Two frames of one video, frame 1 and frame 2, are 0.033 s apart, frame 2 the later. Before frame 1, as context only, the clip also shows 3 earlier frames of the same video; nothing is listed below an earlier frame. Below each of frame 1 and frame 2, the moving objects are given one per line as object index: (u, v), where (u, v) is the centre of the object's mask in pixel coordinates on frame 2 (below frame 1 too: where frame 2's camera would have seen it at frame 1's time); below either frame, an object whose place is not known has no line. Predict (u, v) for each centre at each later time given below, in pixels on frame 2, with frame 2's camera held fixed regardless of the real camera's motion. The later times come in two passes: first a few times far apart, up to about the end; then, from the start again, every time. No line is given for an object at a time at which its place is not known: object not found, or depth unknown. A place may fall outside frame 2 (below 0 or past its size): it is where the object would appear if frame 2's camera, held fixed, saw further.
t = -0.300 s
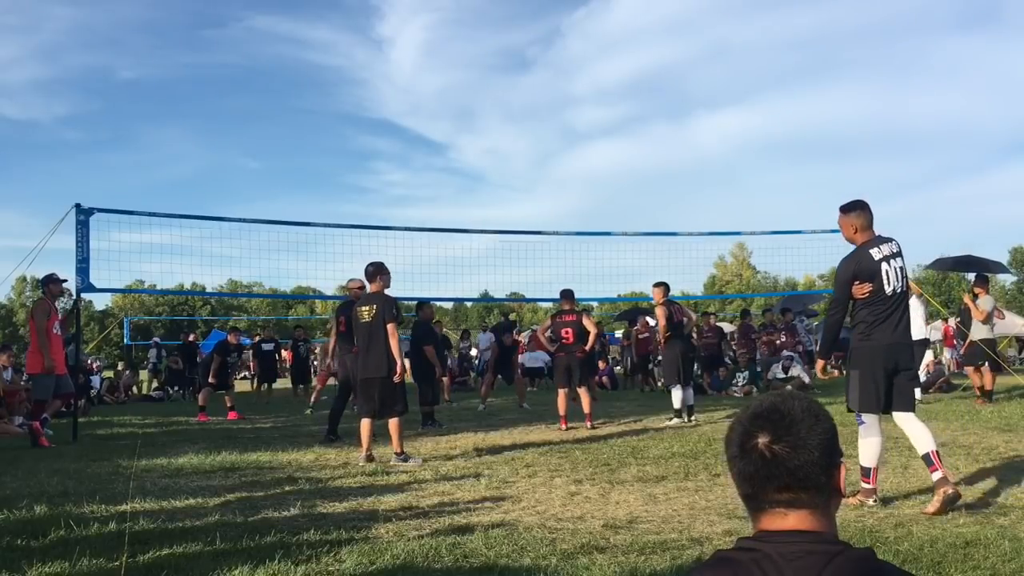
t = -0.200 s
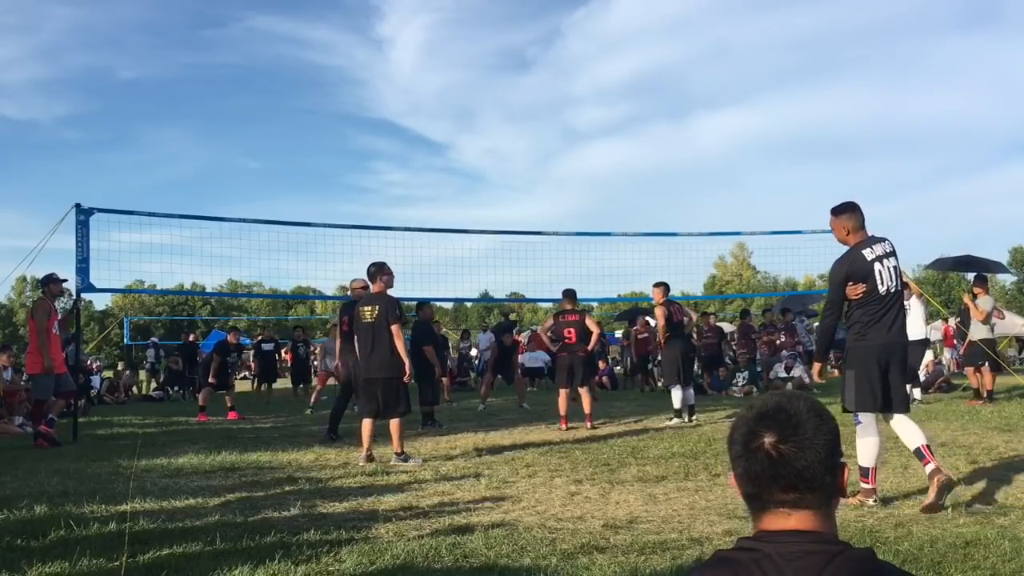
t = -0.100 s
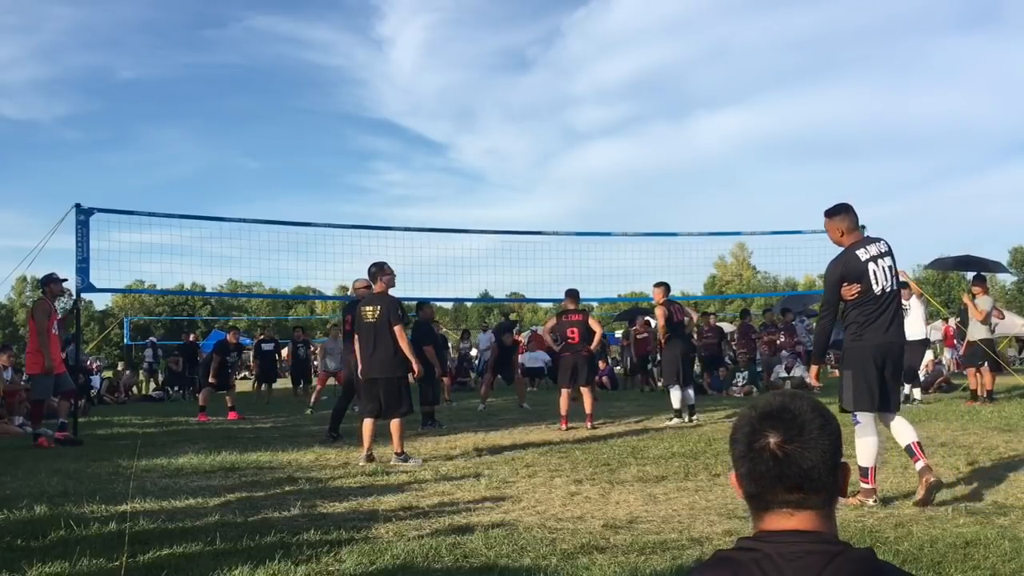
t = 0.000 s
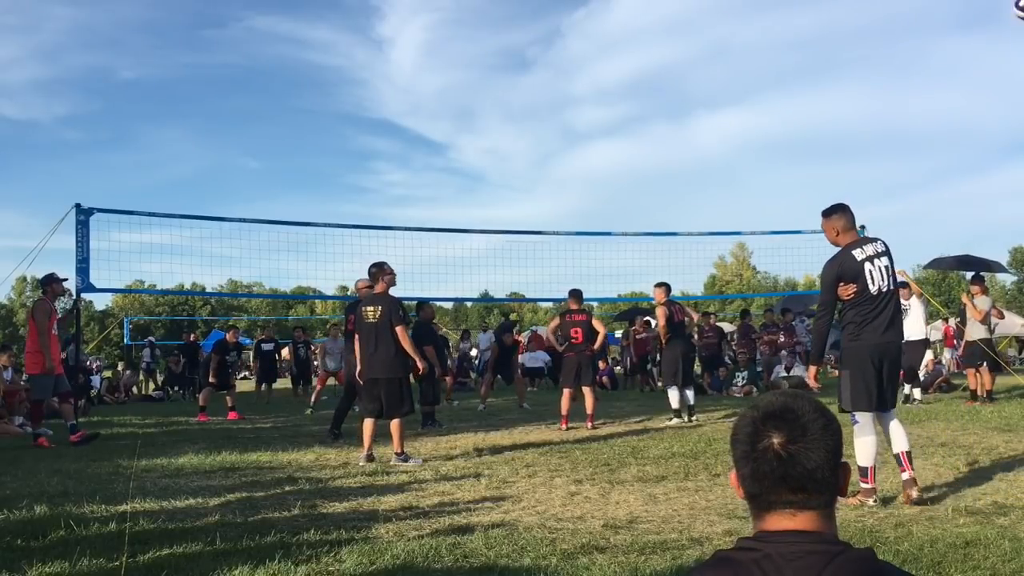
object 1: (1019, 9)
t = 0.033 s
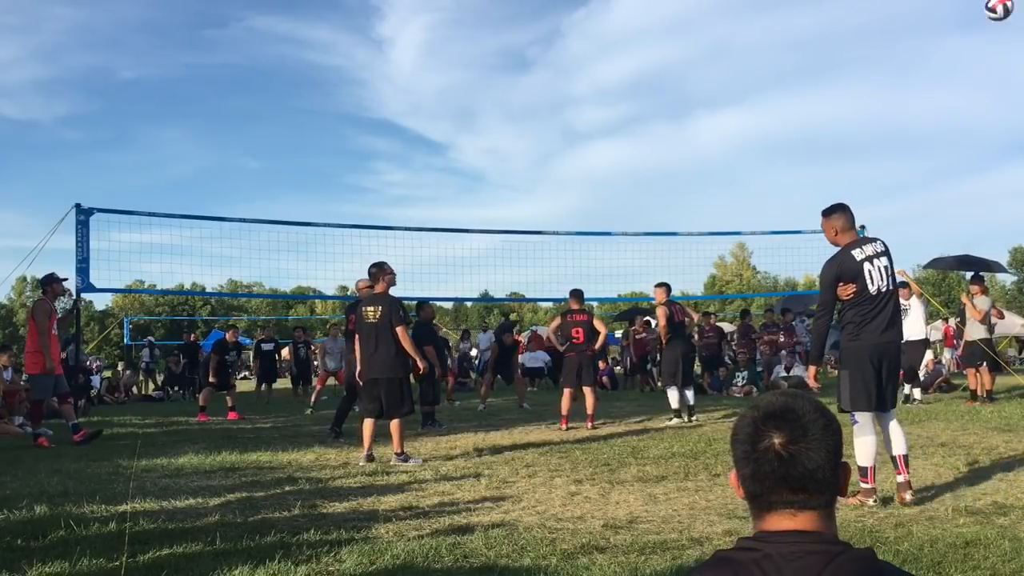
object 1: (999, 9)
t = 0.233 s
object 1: (868, 39)
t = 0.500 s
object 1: (766, 114)
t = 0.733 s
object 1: (710, 192)
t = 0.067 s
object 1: (972, 11)
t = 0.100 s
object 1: (948, 14)
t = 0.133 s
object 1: (925, 19)
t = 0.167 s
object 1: (904, 25)
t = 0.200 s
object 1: (885, 32)
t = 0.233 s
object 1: (868, 39)
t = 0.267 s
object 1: (852, 47)
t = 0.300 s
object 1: (836, 55)
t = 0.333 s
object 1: (822, 64)
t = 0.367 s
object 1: (809, 73)
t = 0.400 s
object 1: (797, 83)
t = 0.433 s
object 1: (786, 92)
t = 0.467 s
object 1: (775, 102)
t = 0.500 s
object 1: (766, 114)
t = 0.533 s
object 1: (756, 124)
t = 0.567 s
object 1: (747, 135)
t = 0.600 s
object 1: (739, 147)
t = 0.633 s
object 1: (731, 158)
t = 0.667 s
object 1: (724, 169)
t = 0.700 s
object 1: (717, 181)
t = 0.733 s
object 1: (710, 192)
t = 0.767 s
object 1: (703, 204)
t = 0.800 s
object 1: (697, 216)
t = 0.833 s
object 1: (691, 227)
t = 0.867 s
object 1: (685, 241)
